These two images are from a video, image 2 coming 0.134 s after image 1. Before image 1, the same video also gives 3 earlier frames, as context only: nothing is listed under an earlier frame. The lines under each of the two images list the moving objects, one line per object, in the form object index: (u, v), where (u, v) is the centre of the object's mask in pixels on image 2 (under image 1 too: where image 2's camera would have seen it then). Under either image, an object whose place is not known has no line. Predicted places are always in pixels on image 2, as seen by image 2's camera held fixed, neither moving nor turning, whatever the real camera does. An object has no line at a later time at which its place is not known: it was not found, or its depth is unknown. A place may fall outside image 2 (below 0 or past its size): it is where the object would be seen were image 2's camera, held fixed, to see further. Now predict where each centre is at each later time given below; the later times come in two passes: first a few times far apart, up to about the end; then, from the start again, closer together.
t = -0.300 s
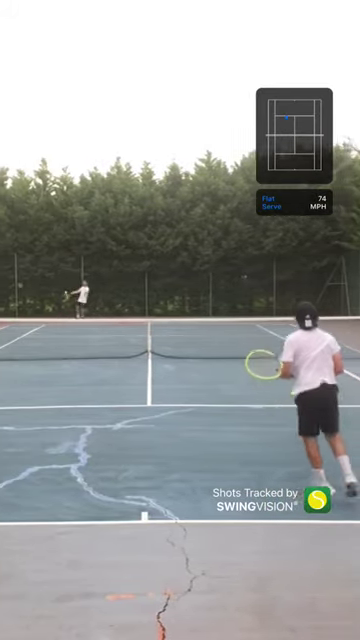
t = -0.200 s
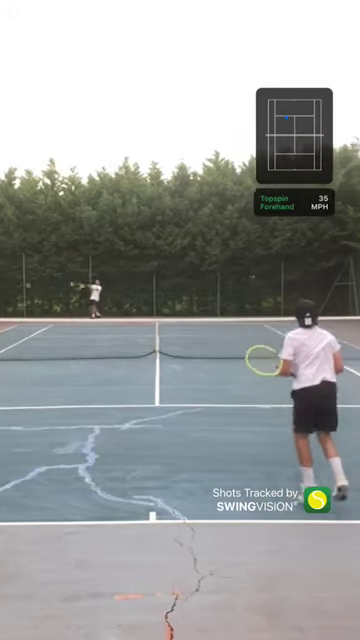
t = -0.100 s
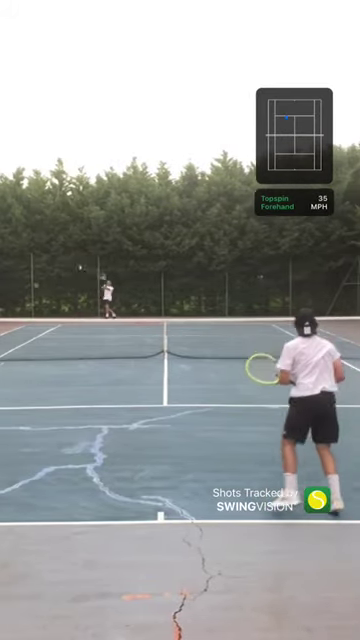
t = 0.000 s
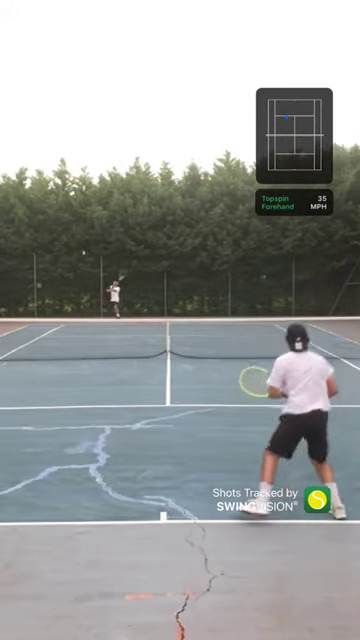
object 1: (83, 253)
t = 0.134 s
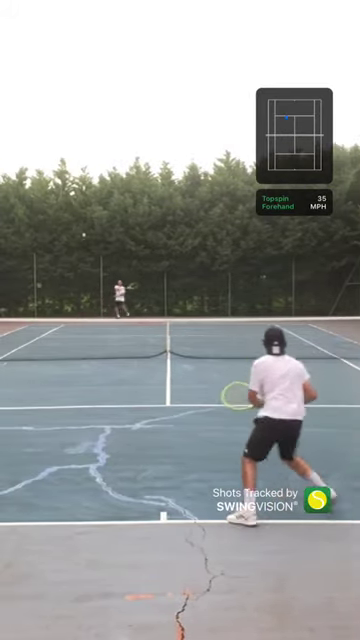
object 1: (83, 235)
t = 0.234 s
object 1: (83, 224)
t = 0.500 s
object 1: (81, 208)
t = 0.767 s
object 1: (75, 219)
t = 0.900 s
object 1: (70, 243)
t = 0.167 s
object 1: (83, 231)
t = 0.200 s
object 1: (83, 227)
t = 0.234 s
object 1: (83, 224)
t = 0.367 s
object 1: (83, 213)
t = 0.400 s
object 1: (83, 211)
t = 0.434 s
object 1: (82, 209)
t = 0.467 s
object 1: (82, 209)
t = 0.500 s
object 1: (81, 208)
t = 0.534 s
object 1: (81, 208)
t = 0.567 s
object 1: (80, 208)
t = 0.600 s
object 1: (79, 208)
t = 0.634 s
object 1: (79, 209)
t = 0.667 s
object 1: (78, 211)
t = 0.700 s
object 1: (77, 213)
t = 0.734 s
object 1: (76, 216)
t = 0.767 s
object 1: (75, 219)
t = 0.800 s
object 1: (74, 224)
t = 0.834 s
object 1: (73, 229)
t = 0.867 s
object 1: (71, 235)
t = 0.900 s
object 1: (70, 243)
